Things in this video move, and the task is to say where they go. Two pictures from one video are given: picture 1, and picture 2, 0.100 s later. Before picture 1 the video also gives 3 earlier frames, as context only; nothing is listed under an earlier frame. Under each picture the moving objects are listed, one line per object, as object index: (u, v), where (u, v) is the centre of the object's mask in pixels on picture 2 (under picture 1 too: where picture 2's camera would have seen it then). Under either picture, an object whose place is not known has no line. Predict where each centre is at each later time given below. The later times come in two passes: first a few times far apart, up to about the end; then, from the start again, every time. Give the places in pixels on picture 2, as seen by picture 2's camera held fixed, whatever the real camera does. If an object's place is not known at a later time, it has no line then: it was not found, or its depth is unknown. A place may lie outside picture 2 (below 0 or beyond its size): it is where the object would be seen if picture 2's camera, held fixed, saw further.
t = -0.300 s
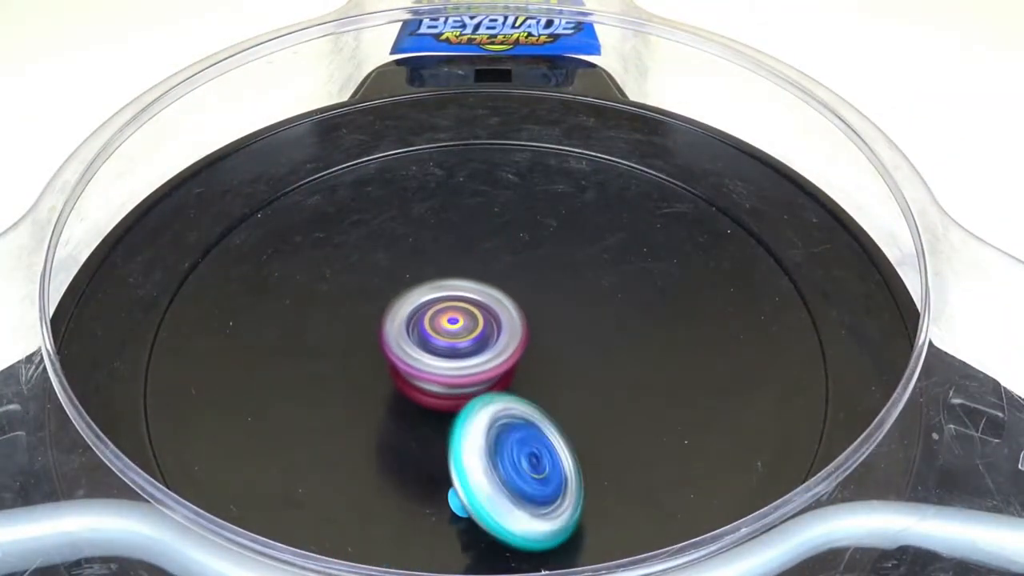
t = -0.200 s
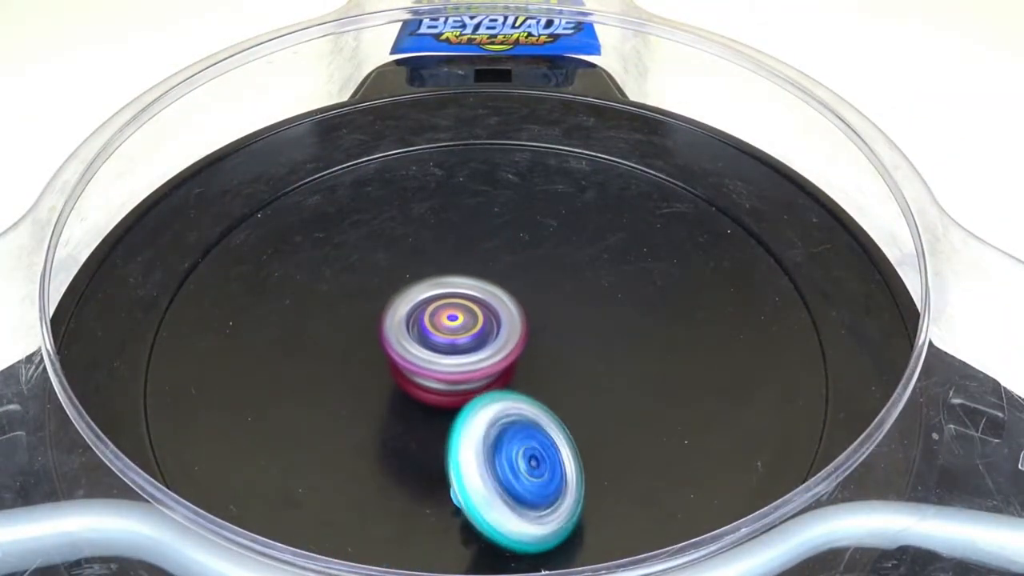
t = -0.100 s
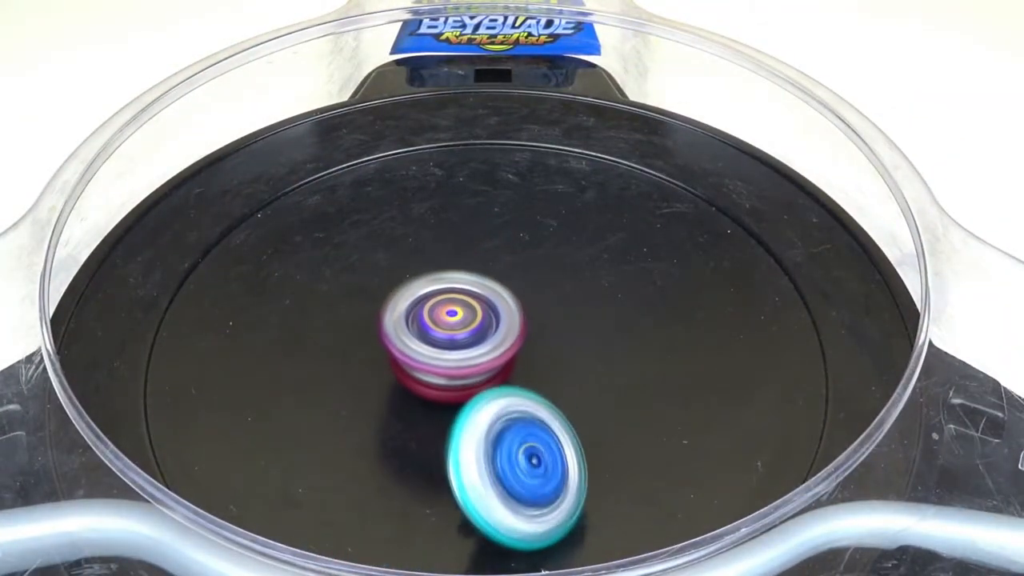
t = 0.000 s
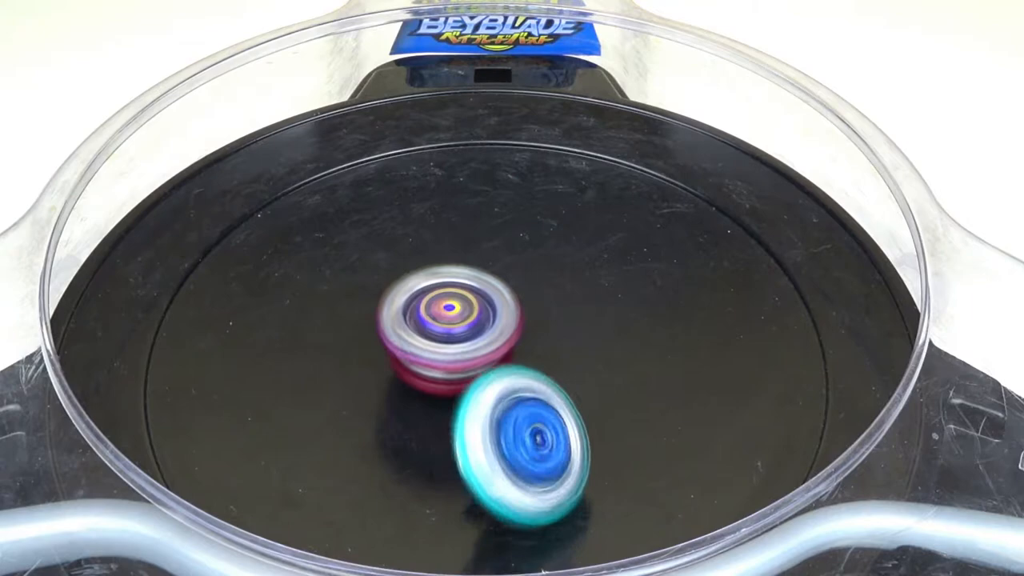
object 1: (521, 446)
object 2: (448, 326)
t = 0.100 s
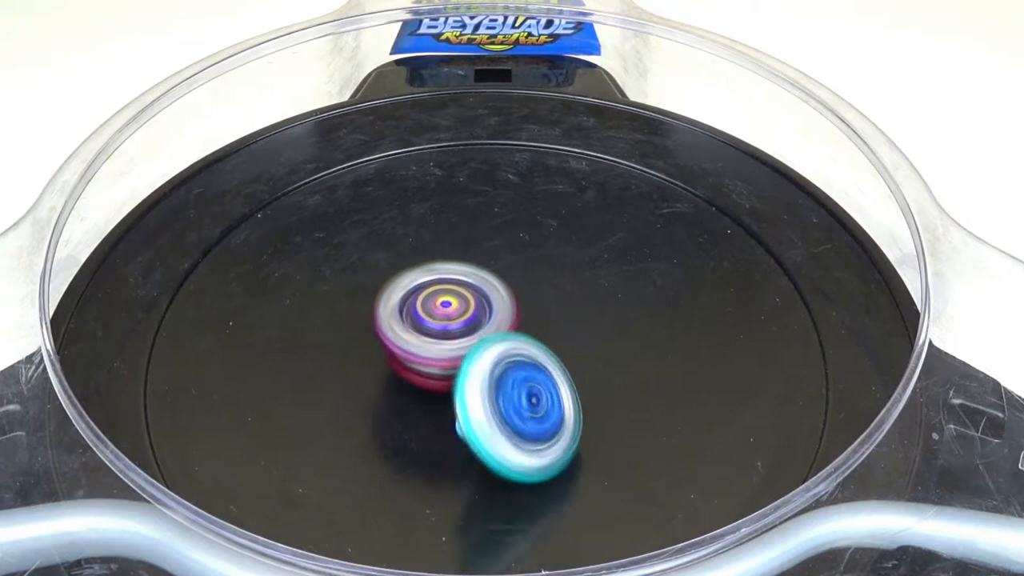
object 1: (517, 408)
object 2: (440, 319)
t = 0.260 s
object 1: (515, 395)
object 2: (402, 292)
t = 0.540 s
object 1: (511, 398)
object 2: (414, 318)
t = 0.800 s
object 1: (523, 379)
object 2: (457, 244)
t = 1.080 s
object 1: (488, 349)
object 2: (422, 251)
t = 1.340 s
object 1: (497, 399)
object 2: (455, 226)
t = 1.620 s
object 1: (608, 397)
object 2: (449, 242)
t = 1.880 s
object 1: (644, 343)
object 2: (537, 280)
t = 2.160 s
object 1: (591, 383)
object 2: (517, 188)
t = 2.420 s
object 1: (557, 360)
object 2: (425, 254)
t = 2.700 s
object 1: (567, 351)
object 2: (425, 329)
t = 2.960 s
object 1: (606, 335)
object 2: (403, 387)
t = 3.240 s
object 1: (641, 341)
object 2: (482, 420)
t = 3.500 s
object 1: (629, 312)
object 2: (471, 331)
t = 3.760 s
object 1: (564, 316)
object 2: (393, 286)
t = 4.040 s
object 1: (557, 334)
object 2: (402, 317)
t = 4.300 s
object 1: (561, 357)
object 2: (463, 281)
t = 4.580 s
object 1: (519, 364)
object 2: (444, 236)
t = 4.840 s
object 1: (499, 368)
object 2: (421, 237)
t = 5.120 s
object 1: (511, 380)
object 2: (460, 285)
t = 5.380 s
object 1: (463, 372)
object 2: (532, 262)
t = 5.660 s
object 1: (390, 369)
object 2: (528, 275)
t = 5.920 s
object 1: (436, 378)
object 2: (557, 323)
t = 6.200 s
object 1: (434, 377)
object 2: (582, 339)
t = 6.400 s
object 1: (413, 365)
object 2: (552, 345)
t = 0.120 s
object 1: (520, 411)
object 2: (438, 314)
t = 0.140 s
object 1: (516, 402)
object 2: (432, 307)
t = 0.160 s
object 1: (511, 399)
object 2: (427, 302)
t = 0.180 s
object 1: (509, 400)
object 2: (422, 298)
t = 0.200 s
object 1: (512, 397)
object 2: (418, 296)
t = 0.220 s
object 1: (516, 398)
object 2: (413, 294)
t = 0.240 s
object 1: (517, 398)
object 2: (408, 293)
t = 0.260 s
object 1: (515, 395)
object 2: (402, 292)
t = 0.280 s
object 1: (513, 396)
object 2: (398, 292)
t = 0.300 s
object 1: (511, 393)
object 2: (393, 293)
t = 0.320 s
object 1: (511, 394)
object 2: (390, 295)
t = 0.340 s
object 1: (511, 394)
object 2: (387, 298)
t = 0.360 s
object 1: (511, 394)
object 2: (385, 301)
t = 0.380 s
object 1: (511, 396)
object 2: (384, 305)
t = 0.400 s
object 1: (509, 394)
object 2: (384, 309)
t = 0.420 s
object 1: (508, 395)
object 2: (386, 314)
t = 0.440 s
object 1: (507, 393)
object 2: (389, 317)
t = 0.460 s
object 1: (508, 395)
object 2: (393, 320)
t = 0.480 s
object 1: (508, 395)
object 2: (398, 322)
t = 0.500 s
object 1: (508, 393)
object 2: (403, 323)
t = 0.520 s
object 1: (508, 394)
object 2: (408, 322)
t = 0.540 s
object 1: (511, 398)
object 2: (414, 318)
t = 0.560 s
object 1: (512, 398)
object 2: (421, 314)
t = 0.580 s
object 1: (514, 399)
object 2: (429, 310)
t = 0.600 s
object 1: (514, 396)
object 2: (435, 305)
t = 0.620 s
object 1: (515, 394)
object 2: (442, 301)
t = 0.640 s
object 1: (514, 388)
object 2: (447, 295)
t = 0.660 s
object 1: (514, 387)
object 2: (453, 290)
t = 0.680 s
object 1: (517, 380)
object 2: (456, 279)
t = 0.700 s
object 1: (520, 381)
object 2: (459, 272)
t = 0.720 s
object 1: (522, 389)
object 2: (462, 266)
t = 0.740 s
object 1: (524, 387)
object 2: (462, 259)
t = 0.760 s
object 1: (524, 378)
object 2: (460, 253)
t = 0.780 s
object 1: (524, 376)
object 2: (458, 248)
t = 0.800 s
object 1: (523, 379)
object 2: (457, 244)
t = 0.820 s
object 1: (520, 362)
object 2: (455, 238)
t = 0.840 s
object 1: (517, 350)
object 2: (450, 233)
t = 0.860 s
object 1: (515, 346)
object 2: (447, 230)
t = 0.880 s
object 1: (511, 346)
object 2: (443, 228)
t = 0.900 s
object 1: (509, 337)
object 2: (438, 226)
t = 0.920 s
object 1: (509, 335)
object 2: (433, 227)
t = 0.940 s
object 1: (508, 339)
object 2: (429, 229)
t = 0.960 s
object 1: (503, 337)
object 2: (425, 231)
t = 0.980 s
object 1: (498, 334)
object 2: (421, 233)
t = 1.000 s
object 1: (494, 337)
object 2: (419, 237)
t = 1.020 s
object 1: (492, 340)
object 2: (418, 242)
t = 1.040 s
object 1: (490, 341)
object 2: (418, 246)
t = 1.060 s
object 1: (488, 341)
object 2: (420, 250)
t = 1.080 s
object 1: (488, 349)
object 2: (422, 251)
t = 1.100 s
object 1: (490, 351)
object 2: (423, 251)
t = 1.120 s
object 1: (493, 355)
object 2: (425, 251)
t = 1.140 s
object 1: (493, 355)
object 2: (426, 251)
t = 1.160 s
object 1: (493, 356)
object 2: (427, 251)
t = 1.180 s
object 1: (493, 356)
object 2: (428, 251)
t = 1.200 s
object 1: (493, 354)
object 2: (430, 250)
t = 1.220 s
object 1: (494, 354)
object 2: (432, 251)
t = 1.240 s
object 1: (495, 351)
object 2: (435, 252)
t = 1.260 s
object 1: (495, 349)
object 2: (437, 253)
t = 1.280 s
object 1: (495, 354)
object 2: (442, 246)
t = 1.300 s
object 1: (496, 362)
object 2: (447, 240)
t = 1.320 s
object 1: (497, 379)
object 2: (452, 234)
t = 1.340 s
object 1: (497, 399)
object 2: (455, 226)
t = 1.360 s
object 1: (502, 398)
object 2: (455, 221)
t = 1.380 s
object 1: (507, 405)
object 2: (456, 217)
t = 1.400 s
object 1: (514, 419)
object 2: (455, 213)
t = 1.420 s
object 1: (522, 432)
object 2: (453, 211)
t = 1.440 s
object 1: (531, 428)
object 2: (451, 210)
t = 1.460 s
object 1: (539, 431)
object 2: (448, 210)
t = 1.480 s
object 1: (548, 442)
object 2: (445, 211)
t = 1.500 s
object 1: (559, 433)
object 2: (442, 212)
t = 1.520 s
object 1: (569, 428)
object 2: (441, 216)
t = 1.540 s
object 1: (578, 430)
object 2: (440, 221)
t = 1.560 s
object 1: (588, 420)
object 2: (441, 225)
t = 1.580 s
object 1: (596, 404)
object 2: (442, 230)
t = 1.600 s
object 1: (602, 396)
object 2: (445, 237)
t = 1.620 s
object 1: (608, 397)
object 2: (449, 242)
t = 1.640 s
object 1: (616, 385)
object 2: (454, 247)
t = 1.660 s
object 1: (620, 367)
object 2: (460, 254)
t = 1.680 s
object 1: (624, 358)
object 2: (467, 259)
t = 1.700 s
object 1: (628, 356)
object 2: (474, 265)
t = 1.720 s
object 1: (632, 350)
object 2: (482, 271)
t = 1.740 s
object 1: (634, 341)
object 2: (492, 275)
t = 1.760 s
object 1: (637, 338)
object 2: (500, 281)
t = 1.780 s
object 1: (638, 336)
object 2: (510, 285)
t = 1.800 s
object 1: (635, 327)
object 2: (517, 288)
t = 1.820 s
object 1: (637, 325)
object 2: (521, 288)
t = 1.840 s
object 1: (640, 330)
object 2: (527, 286)
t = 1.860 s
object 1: (642, 341)
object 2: (532, 283)
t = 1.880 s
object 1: (644, 343)
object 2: (537, 280)
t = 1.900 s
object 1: (643, 348)
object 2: (542, 276)
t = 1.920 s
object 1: (642, 350)
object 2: (547, 274)
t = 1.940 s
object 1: (638, 344)
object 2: (550, 270)
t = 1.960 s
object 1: (632, 343)
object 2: (553, 267)
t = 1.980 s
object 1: (626, 351)
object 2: (560, 265)
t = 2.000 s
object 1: (626, 368)
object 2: (565, 256)
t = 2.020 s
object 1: (626, 380)
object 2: (565, 243)
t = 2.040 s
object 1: (624, 393)
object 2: (561, 228)
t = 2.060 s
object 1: (621, 390)
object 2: (556, 215)
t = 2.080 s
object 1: (616, 388)
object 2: (551, 206)
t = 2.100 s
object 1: (611, 390)
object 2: (544, 197)
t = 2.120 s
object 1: (602, 390)
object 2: (536, 191)
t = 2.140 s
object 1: (596, 387)
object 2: (526, 189)
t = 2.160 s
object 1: (591, 383)
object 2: (517, 188)
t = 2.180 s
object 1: (586, 383)
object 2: (507, 188)
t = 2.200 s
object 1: (582, 381)
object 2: (498, 187)
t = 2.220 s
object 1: (578, 378)
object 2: (489, 189)
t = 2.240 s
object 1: (576, 376)
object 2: (479, 191)
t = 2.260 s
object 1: (573, 374)
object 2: (471, 194)
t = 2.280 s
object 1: (571, 374)
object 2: (461, 199)
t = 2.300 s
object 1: (568, 370)
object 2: (453, 204)
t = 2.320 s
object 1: (565, 369)
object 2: (446, 210)
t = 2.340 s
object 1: (565, 367)
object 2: (438, 217)
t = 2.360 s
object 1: (562, 364)
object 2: (434, 225)
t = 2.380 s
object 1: (561, 364)
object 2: (429, 234)
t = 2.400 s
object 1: (559, 361)
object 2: (427, 243)
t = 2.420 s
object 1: (557, 360)
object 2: (425, 254)
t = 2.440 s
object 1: (556, 356)
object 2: (426, 263)
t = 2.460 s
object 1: (556, 354)
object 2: (426, 274)
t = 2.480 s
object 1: (558, 352)
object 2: (428, 283)
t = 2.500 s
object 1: (558, 350)
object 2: (432, 293)
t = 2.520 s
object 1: (558, 350)
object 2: (435, 303)
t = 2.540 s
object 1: (560, 349)
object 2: (439, 311)
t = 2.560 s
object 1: (569, 353)
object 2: (432, 314)
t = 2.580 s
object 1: (573, 355)
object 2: (425, 315)
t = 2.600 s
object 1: (570, 360)
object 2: (421, 315)
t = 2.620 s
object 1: (566, 363)
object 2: (417, 318)
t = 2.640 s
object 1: (562, 362)
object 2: (417, 320)
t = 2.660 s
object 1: (562, 356)
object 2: (418, 323)
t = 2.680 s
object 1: (564, 352)
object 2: (420, 326)
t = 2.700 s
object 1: (567, 351)
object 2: (425, 329)
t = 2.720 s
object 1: (571, 345)
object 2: (429, 335)
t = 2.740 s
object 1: (576, 342)
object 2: (432, 339)
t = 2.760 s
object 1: (581, 341)
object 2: (436, 343)
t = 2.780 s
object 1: (584, 341)
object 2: (440, 349)
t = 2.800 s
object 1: (587, 340)
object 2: (444, 354)
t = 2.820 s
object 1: (590, 341)
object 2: (446, 357)
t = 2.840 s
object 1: (599, 342)
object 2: (435, 359)
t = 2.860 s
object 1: (600, 337)
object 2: (425, 366)
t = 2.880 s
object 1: (601, 338)
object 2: (418, 369)
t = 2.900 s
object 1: (601, 340)
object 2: (411, 374)
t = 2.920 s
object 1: (603, 338)
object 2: (405, 378)
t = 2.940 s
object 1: (603, 336)
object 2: (404, 383)
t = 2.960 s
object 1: (606, 335)
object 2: (403, 387)
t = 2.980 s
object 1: (609, 336)
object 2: (401, 392)
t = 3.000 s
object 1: (613, 335)
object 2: (403, 398)
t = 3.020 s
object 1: (615, 335)
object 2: (404, 402)
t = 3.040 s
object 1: (617, 336)
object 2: (407, 407)
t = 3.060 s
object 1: (618, 335)
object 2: (410, 412)
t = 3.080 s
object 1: (620, 335)
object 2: (416, 415)
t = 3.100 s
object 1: (623, 335)
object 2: (421, 420)
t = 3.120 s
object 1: (626, 335)
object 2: (427, 423)
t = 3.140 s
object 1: (628, 335)
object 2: (436, 424)
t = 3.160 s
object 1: (632, 336)
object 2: (445, 427)
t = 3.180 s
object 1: (634, 337)
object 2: (453, 427)
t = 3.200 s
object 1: (637, 339)
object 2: (462, 425)
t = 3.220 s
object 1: (639, 340)
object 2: (474, 424)
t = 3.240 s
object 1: (641, 341)
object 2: (482, 420)
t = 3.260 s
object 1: (642, 341)
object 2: (490, 415)
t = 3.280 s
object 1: (642, 342)
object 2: (499, 409)
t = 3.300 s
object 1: (641, 342)
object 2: (506, 403)
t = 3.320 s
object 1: (641, 344)
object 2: (511, 396)
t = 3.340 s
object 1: (642, 338)
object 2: (515, 388)
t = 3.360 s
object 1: (639, 336)
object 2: (519, 379)
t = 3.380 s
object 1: (637, 340)
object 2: (521, 373)
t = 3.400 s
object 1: (640, 333)
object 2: (515, 364)
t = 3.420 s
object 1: (644, 328)
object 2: (504, 357)
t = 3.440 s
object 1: (647, 327)
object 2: (496, 351)
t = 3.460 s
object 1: (645, 324)
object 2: (488, 344)
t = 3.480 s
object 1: (637, 315)
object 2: (480, 338)
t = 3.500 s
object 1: (629, 312)
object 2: (471, 331)
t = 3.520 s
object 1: (618, 316)
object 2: (463, 324)
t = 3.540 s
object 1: (610, 320)
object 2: (457, 319)
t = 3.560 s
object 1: (607, 316)
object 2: (450, 313)
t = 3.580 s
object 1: (606, 314)
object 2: (443, 309)
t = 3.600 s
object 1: (605, 314)
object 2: (437, 305)
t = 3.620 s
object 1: (598, 307)
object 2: (431, 300)
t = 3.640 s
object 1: (593, 309)
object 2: (427, 298)
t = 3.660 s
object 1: (586, 315)
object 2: (421, 294)
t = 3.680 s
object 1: (580, 315)
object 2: (415, 292)
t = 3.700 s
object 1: (574, 313)
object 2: (409, 290)
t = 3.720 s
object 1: (568, 317)
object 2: (403, 288)
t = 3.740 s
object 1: (565, 317)
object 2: (399, 287)
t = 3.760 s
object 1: (564, 316)
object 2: (393, 286)
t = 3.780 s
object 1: (566, 318)
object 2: (387, 285)
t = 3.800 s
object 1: (570, 316)
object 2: (381, 285)
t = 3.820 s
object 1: (572, 312)
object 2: (377, 285)
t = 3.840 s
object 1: (574, 317)
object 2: (374, 287)
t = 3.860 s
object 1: (574, 322)
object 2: (370, 289)
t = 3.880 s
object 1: (573, 322)
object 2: (368, 291)
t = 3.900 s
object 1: (573, 323)
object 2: (368, 294)
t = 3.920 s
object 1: (571, 321)
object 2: (368, 297)
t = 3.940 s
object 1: (570, 326)
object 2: (371, 302)
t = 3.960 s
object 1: (567, 329)
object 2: (374, 305)
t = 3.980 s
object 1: (565, 327)
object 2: (379, 310)
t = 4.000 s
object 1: (565, 334)
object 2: (385, 313)
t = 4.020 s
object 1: (562, 337)
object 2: (392, 315)
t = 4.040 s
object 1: (557, 334)
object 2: (402, 317)
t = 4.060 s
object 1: (554, 341)
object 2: (410, 319)
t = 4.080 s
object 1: (553, 344)
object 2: (419, 321)
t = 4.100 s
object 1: (556, 345)
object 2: (427, 320)
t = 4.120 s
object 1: (563, 352)
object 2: (431, 319)
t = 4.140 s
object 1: (566, 350)
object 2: (436, 317)
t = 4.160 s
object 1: (568, 348)
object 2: (442, 314)
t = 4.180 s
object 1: (567, 356)
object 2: (446, 313)
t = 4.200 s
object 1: (567, 353)
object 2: (448, 308)
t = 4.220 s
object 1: (566, 344)
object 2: (450, 304)
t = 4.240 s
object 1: (563, 347)
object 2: (453, 299)
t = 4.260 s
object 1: (562, 356)
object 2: (457, 293)
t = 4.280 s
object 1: (561, 358)
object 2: (461, 288)
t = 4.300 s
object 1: (561, 357)
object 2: (463, 281)
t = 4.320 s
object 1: (563, 358)
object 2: (465, 275)
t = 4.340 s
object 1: (563, 367)
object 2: (466, 267)
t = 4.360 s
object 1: (564, 366)
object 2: (466, 262)
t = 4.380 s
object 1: (563, 365)
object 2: (466, 257)
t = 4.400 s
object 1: (561, 364)
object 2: (464, 251)
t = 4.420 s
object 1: (559, 359)
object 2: (463, 247)
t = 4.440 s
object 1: (557, 361)
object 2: (461, 243)
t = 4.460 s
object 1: (552, 364)
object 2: (461, 240)
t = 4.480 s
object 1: (546, 361)
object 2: (458, 237)
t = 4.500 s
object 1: (541, 359)
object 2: (456, 235)
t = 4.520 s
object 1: (536, 365)
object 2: (452, 233)
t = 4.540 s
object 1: (530, 366)
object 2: (449, 234)
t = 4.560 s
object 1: (524, 364)
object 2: (446, 234)
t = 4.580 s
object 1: (519, 364)
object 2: (444, 236)
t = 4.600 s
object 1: (514, 359)
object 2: (442, 238)
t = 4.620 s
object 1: (512, 356)
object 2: (440, 241)
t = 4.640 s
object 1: (508, 353)
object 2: (440, 245)
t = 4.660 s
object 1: (507, 348)
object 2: (439, 248)
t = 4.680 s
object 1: (504, 347)
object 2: (440, 252)
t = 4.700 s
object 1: (511, 345)
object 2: (438, 249)
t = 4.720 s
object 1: (516, 345)
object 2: (435, 246)
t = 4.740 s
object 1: (522, 349)
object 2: (433, 242)
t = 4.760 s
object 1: (522, 356)
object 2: (430, 240)
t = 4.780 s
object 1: (514, 360)
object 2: (428, 238)
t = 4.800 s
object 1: (506, 361)
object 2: (426, 237)
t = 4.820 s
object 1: (499, 367)
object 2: (423, 236)
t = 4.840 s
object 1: (499, 368)
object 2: (421, 237)
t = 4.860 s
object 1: (501, 365)
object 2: (418, 238)
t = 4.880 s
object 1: (504, 369)
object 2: (416, 239)
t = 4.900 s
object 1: (506, 371)
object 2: (416, 243)
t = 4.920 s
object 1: (506, 369)
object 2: (416, 245)
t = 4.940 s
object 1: (505, 373)
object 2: (417, 250)
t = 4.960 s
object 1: (504, 372)
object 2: (419, 254)
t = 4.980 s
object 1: (504, 371)
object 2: (422, 260)
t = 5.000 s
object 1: (505, 370)
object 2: (425, 265)
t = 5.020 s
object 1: (507, 373)
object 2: (430, 271)
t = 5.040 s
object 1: (506, 373)
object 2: (435, 276)
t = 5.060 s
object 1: (505, 372)
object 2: (442, 282)
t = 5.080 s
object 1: (506, 373)
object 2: (448, 286)
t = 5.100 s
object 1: (509, 377)
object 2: (455, 286)
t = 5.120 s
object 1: (511, 380)
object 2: (460, 285)
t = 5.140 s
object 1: (515, 384)
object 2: (466, 285)
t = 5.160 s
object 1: (516, 383)
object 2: (472, 285)
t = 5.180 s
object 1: (518, 381)
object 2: (479, 285)
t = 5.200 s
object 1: (519, 378)
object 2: (484, 284)
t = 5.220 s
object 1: (518, 373)
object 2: (492, 280)
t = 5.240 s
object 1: (514, 374)
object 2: (500, 276)
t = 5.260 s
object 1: (509, 374)
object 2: (508, 275)
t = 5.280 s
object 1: (503, 372)
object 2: (514, 272)
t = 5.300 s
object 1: (496, 371)
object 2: (520, 270)
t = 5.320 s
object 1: (487, 371)
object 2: (523, 268)
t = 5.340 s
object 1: (479, 373)
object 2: (527, 266)
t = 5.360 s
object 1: (471, 373)
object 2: (529, 263)
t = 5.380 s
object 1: (463, 372)
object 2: (532, 262)
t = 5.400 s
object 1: (455, 370)
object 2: (533, 260)
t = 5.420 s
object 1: (446, 368)
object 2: (534, 259)
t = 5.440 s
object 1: (437, 368)
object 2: (534, 258)
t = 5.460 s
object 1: (429, 367)
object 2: (535, 257)
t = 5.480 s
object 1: (420, 367)
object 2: (534, 256)
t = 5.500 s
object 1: (412, 366)
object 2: (534, 257)
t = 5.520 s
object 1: (406, 367)
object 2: (532, 257)
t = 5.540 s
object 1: (400, 367)
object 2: (532, 258)
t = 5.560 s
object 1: (396, 367)
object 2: (530, 260)
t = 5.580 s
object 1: (393, 368)
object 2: (530, 262)
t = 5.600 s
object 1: (390, 369)
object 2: (529, 265)
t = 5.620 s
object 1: (389, 370)
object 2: (528, 268)
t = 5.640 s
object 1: (389, 370)
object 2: (528, 271)
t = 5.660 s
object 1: (390, 369)
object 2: (528, 275)
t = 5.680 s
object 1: (391, 369)
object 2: (527, 279)
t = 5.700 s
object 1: (394, 368)
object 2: (528, 284)
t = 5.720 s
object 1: (398, 367)
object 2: (527, 288)
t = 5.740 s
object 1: (402, 367)
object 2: (528, 294)
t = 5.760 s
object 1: (406, 366)
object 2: (528, 298)
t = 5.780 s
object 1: (410, 366)
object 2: (530, 303)
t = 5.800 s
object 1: (412, 367)
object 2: (533, 306)
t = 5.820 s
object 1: (416, 368)
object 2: (537, 309)
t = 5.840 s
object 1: (421, 368)
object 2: (541, 312)
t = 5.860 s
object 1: (426, 370)
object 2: (546, 316)
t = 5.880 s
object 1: (430, 373)
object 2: (549, 318)
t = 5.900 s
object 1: (433, 376)
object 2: (553, 321)
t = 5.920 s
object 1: (436, 378)
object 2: (557, 323)
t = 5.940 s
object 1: (439, 381)
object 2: (561, 326)
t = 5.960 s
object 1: (441, 383)
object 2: (565, 328)
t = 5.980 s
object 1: (443, 385)
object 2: (568, 330)
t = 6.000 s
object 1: (443, 387)
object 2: (572, 332)
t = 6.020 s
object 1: (443, 388)
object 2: (575, 334)
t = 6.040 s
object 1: (443, 388)
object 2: (579, 335)
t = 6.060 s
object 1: (443, 388)
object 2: (580, 336)
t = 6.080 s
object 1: (442, 387)
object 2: (582, 336)
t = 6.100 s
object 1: (441, 386)
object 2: (583, 337)
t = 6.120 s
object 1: (440, 384)
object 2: (585, 338)
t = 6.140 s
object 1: (439, 382)
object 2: (585, 338)
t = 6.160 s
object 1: (438, 381)
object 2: (585, 339)
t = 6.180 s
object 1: (436, 379)
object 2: (583, 339)
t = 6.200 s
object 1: (434, 377)
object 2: (582, 339)
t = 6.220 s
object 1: (432, 376)
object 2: (580, 340)
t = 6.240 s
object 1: (430, 373)
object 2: (578, 340)
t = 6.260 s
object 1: (428, 371)
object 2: (575, 341)
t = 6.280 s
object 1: (426, 370)
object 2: (572, 341)
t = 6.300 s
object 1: (423, 369)
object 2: (570, 342)
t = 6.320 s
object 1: (421, 368)
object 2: (565, 343)
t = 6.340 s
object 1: (420, 367)
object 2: (562, 344)
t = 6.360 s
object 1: (418, 367)
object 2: (558, 344)
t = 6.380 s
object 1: (415, 365)
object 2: (555, 345)
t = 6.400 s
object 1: (413, 365)
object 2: (552, 345)
